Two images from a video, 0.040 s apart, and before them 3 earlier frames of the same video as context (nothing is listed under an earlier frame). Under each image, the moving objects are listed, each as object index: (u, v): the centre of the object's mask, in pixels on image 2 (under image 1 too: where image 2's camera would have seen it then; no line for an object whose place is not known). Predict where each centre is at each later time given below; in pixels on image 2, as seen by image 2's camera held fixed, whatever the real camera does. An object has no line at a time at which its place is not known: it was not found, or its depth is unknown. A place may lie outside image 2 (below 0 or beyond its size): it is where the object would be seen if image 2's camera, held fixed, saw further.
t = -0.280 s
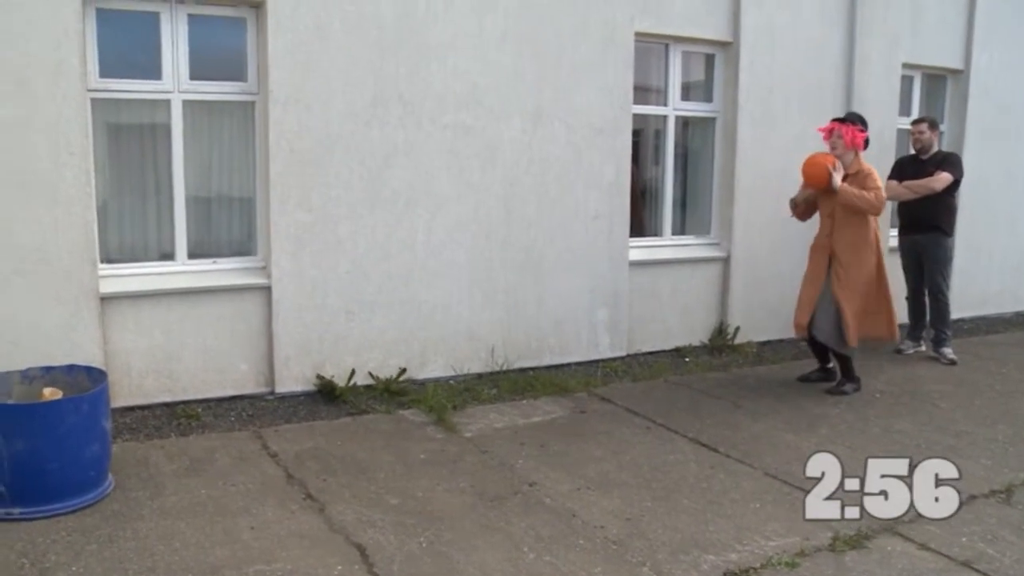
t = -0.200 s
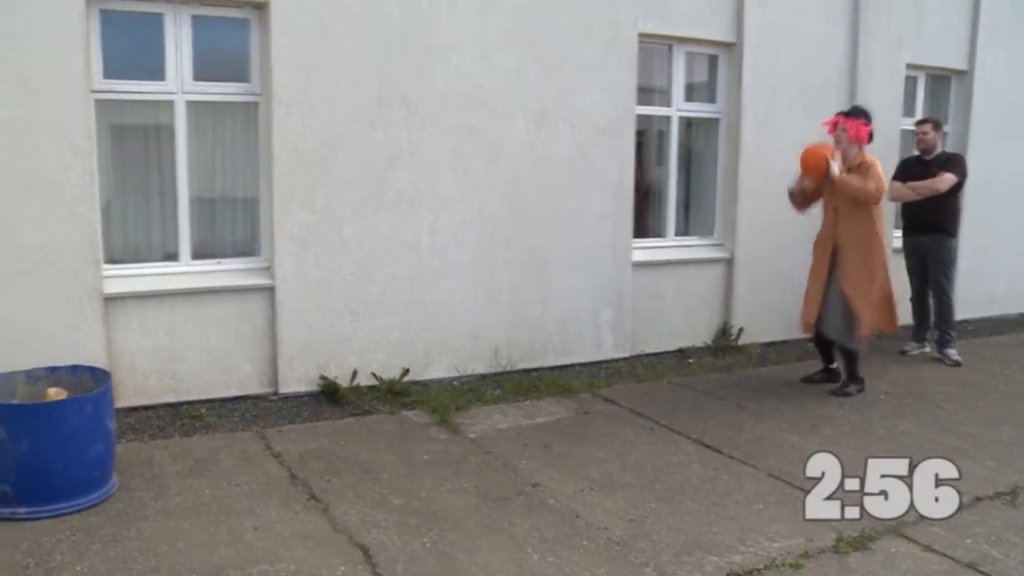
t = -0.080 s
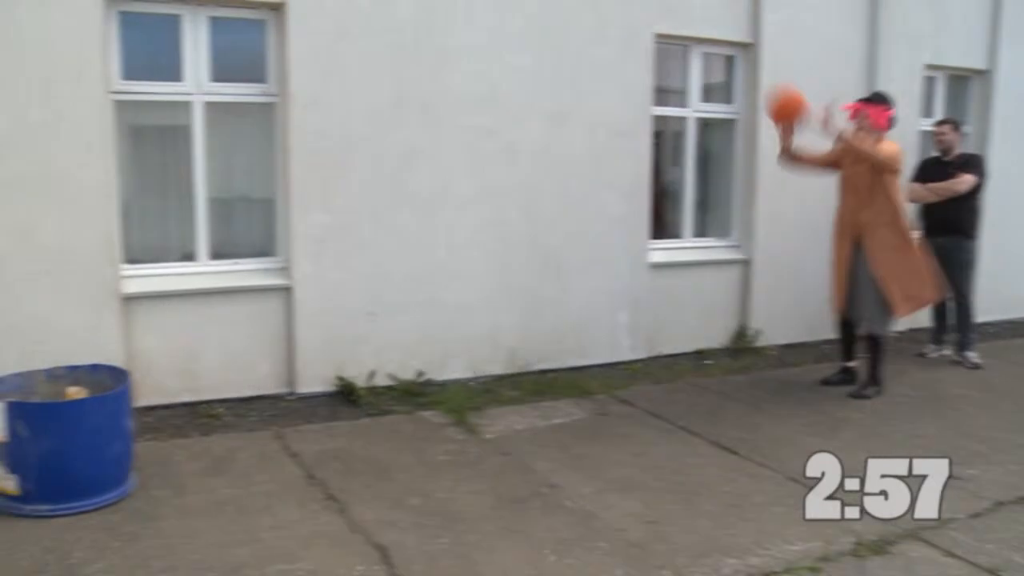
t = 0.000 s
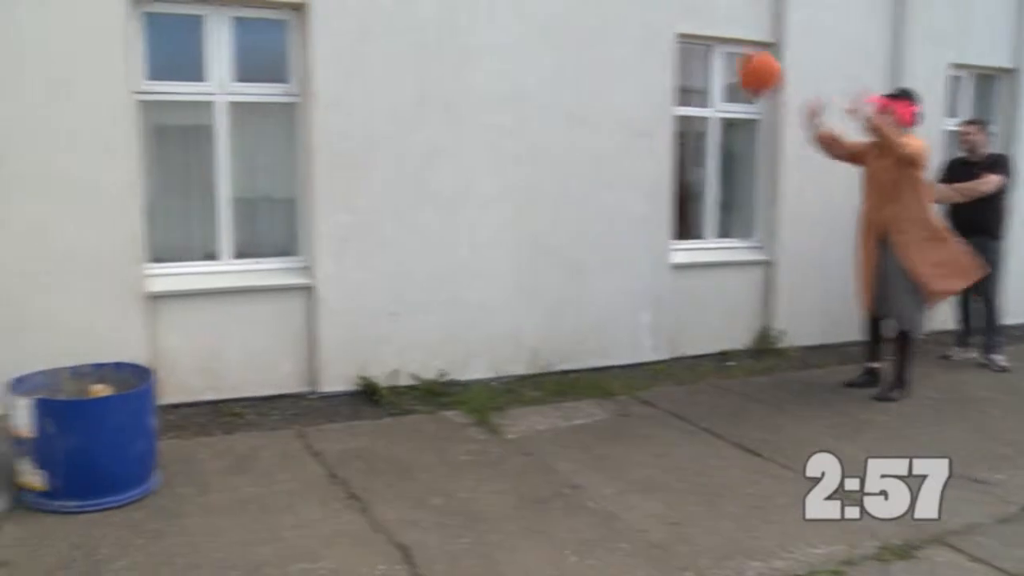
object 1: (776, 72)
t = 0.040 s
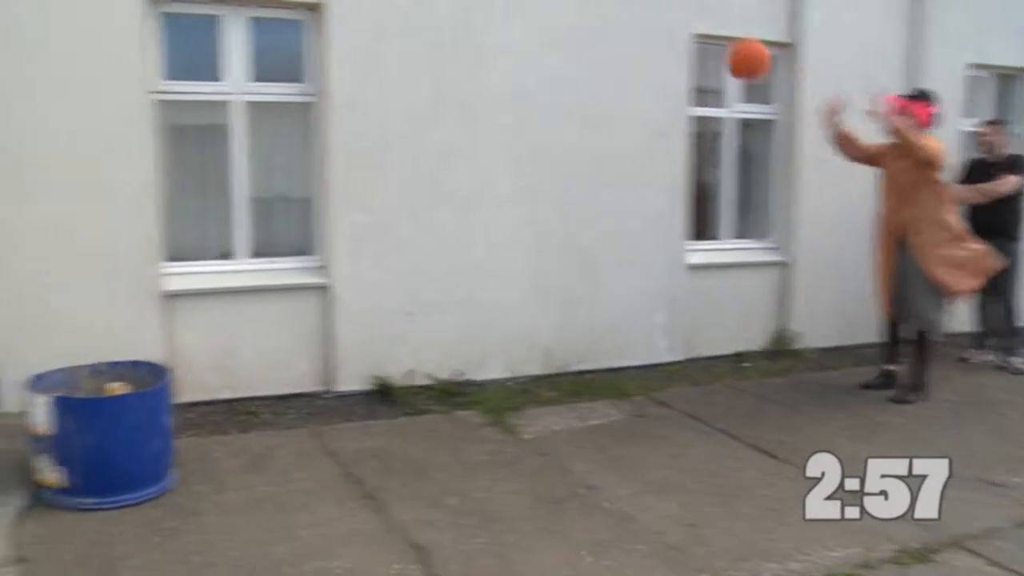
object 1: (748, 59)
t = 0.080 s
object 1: (716, 47)
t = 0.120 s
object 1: (686, 39)
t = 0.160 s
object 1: (654, 34)
